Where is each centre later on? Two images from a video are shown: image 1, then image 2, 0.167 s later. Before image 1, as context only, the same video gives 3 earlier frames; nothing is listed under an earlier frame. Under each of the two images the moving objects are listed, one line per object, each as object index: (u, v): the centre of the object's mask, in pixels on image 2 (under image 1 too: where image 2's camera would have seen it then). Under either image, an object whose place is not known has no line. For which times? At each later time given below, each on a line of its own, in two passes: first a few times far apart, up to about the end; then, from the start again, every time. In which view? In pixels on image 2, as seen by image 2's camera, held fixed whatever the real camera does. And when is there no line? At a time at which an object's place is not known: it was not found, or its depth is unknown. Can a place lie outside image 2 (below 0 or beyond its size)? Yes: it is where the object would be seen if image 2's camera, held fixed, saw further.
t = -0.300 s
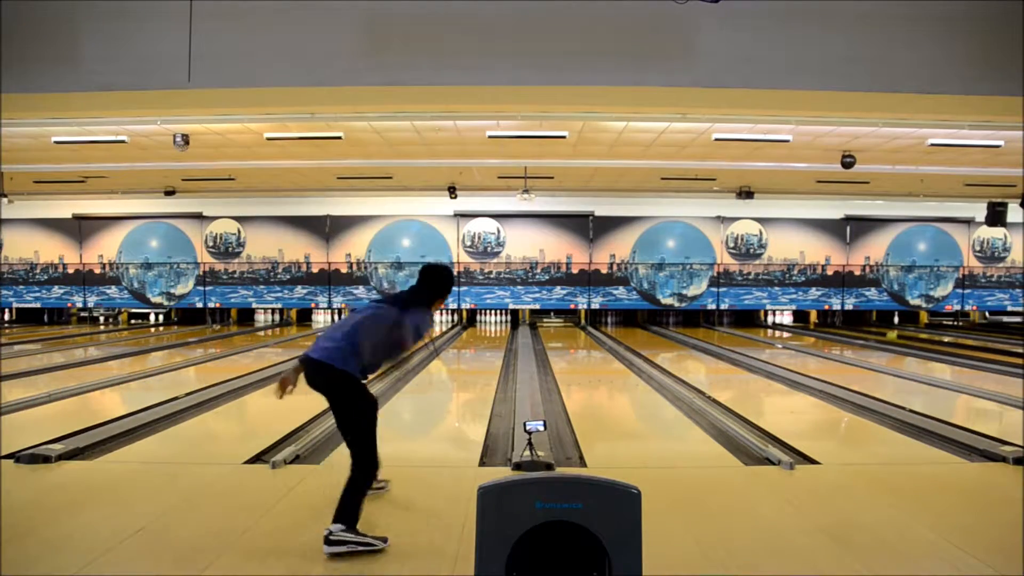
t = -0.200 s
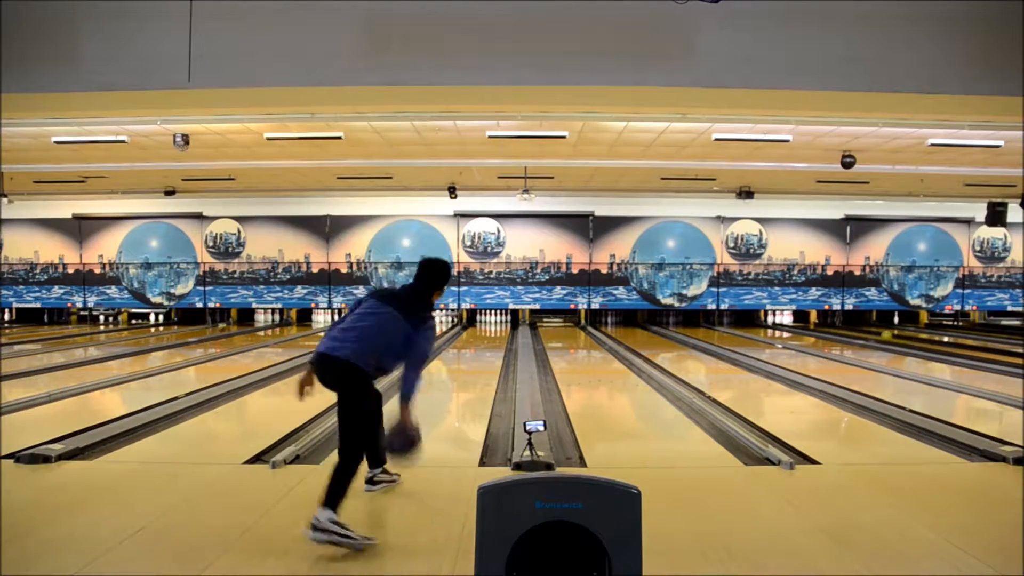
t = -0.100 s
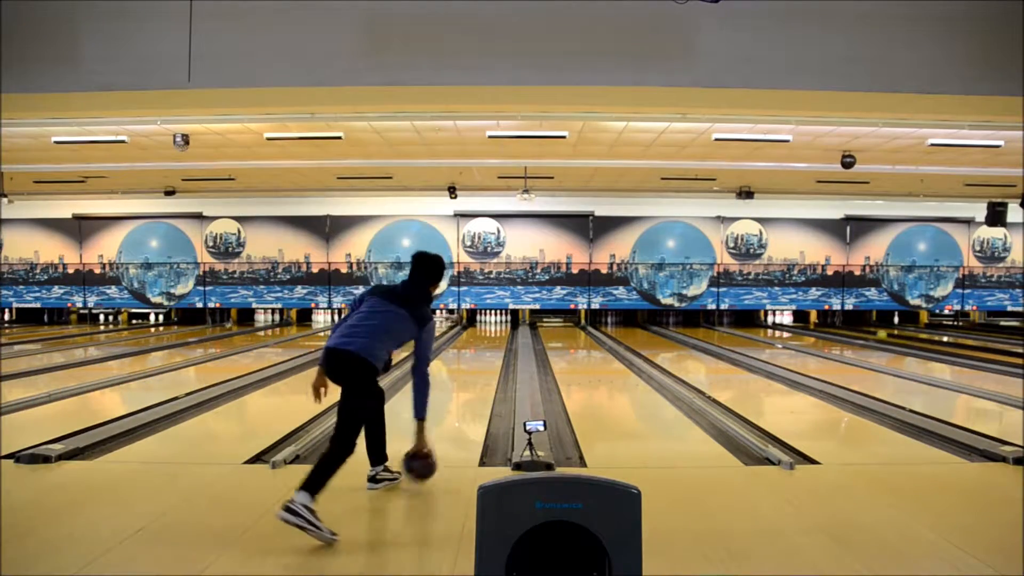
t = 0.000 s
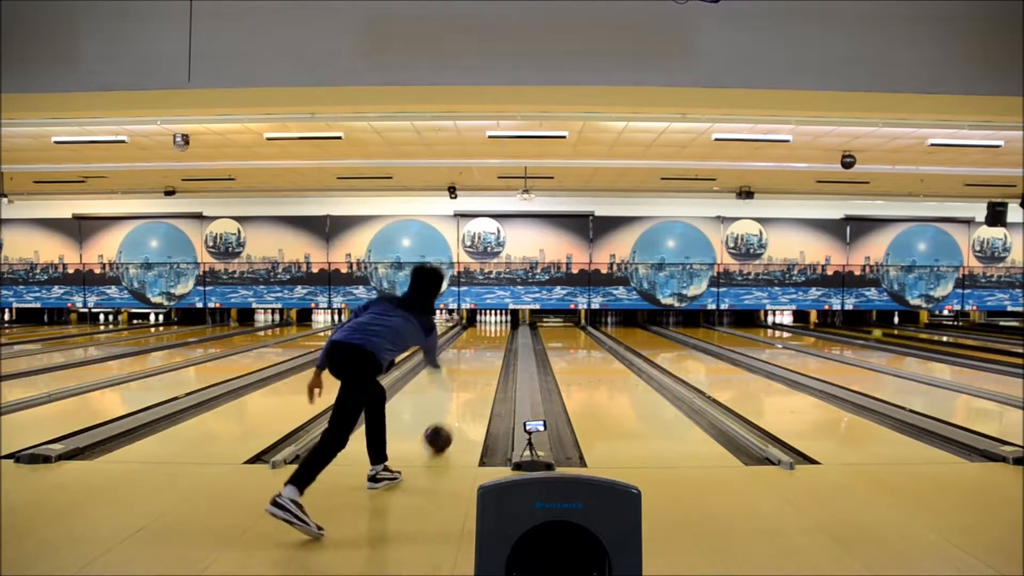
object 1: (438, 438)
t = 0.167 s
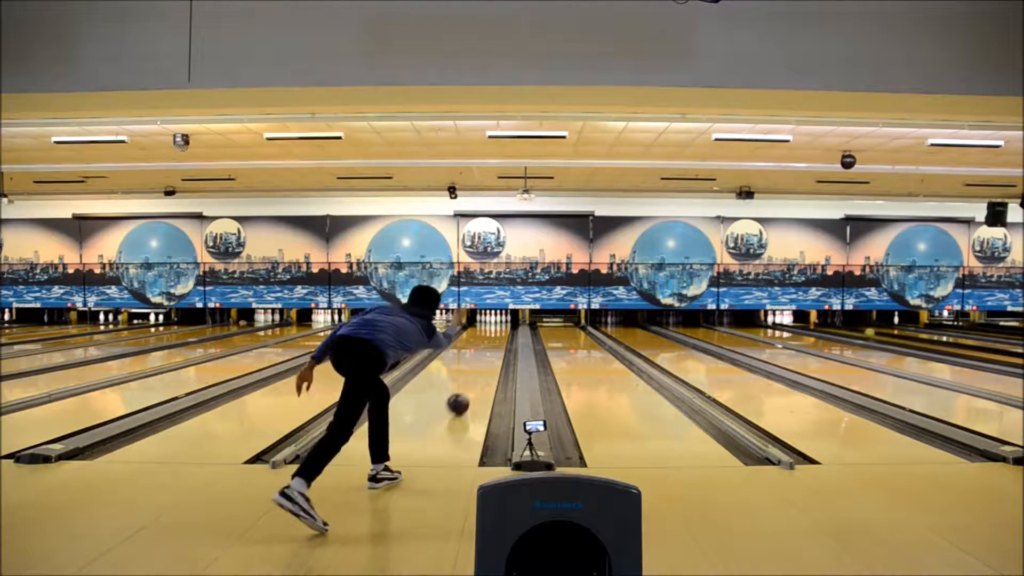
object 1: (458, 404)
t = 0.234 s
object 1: (464, 394)
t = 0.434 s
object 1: (476, 372)
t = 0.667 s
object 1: (486, 356)
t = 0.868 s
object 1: (492, 346)
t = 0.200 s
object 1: (461, 399)
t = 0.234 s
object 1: (464, 394)
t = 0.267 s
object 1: (466, 390)
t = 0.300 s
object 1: (469, 386)
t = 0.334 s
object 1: (471, 382)
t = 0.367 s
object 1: (473, 378)
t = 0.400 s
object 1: (475, 375)
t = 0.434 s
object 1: (476, 372)
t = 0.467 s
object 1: (478, 369)
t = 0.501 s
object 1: (479, 367)
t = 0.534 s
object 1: (481, 365)
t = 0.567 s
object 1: (482, 362)
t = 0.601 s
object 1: (483, 360)
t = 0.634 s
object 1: (485, 358)
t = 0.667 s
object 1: (486, 356)
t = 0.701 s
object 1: (487, 354)
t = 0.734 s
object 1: (488, 352)
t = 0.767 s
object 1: (489, 350)
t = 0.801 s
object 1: (490, 349)
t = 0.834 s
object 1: (491, 347)
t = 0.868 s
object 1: (492, 346)
